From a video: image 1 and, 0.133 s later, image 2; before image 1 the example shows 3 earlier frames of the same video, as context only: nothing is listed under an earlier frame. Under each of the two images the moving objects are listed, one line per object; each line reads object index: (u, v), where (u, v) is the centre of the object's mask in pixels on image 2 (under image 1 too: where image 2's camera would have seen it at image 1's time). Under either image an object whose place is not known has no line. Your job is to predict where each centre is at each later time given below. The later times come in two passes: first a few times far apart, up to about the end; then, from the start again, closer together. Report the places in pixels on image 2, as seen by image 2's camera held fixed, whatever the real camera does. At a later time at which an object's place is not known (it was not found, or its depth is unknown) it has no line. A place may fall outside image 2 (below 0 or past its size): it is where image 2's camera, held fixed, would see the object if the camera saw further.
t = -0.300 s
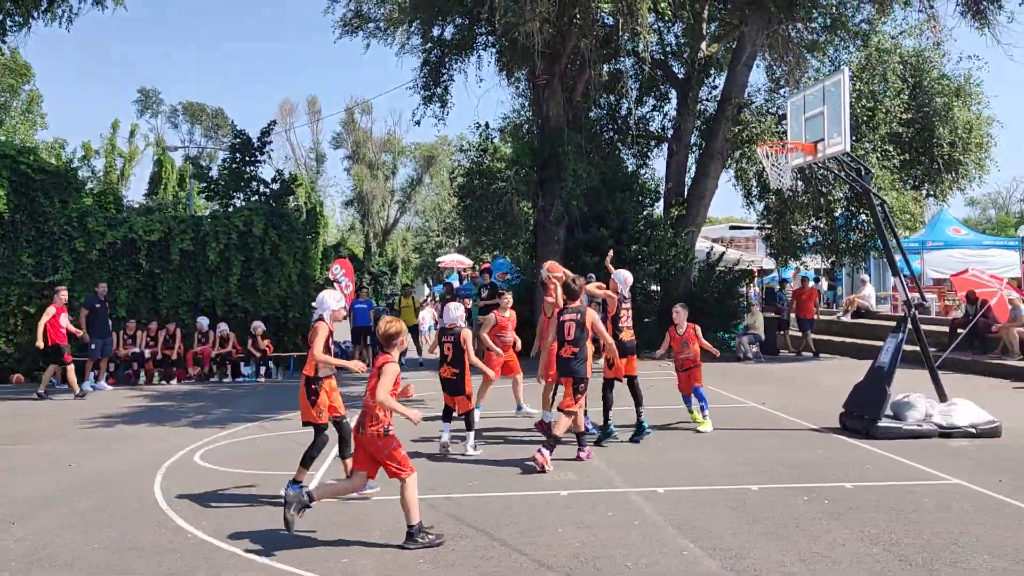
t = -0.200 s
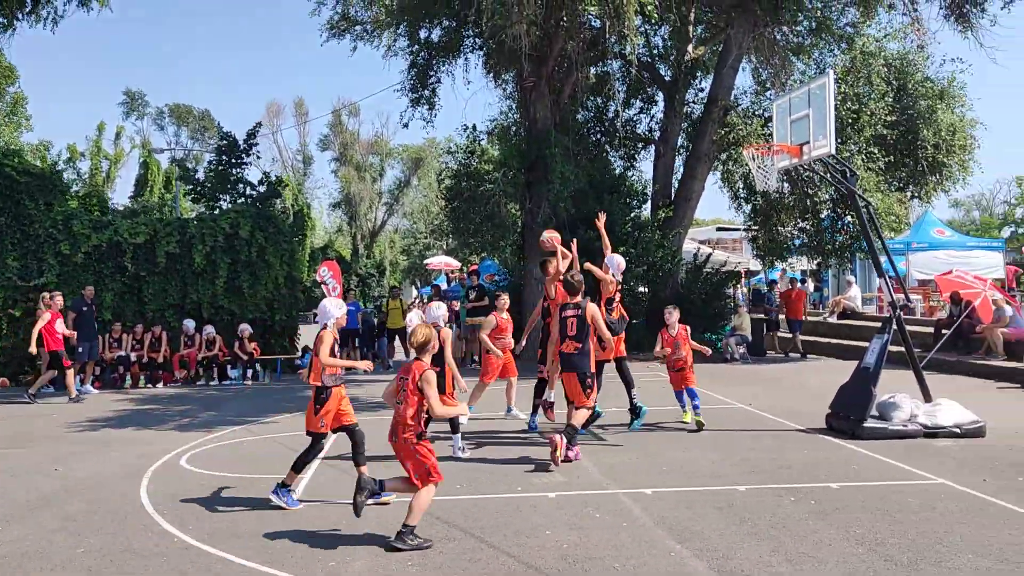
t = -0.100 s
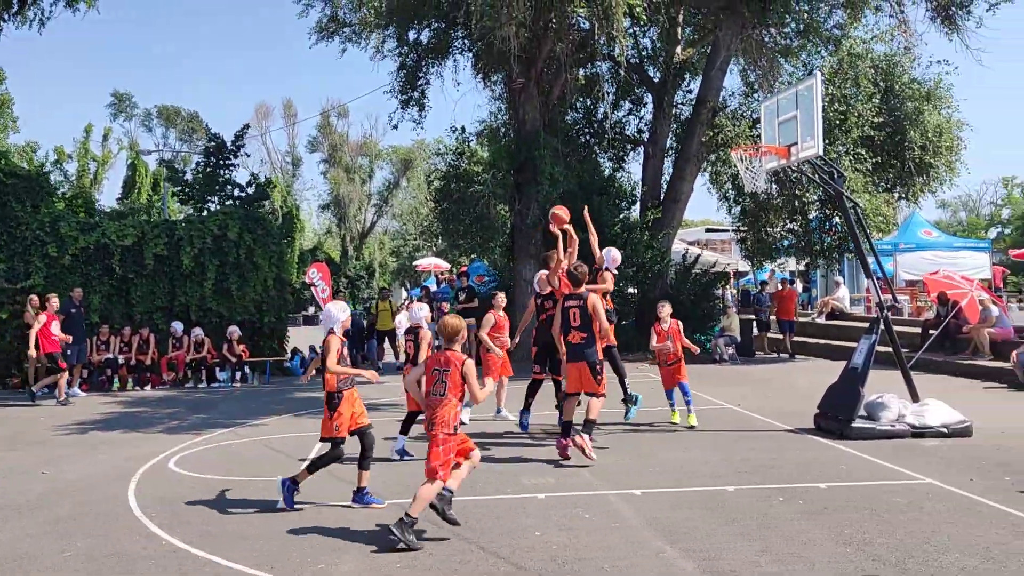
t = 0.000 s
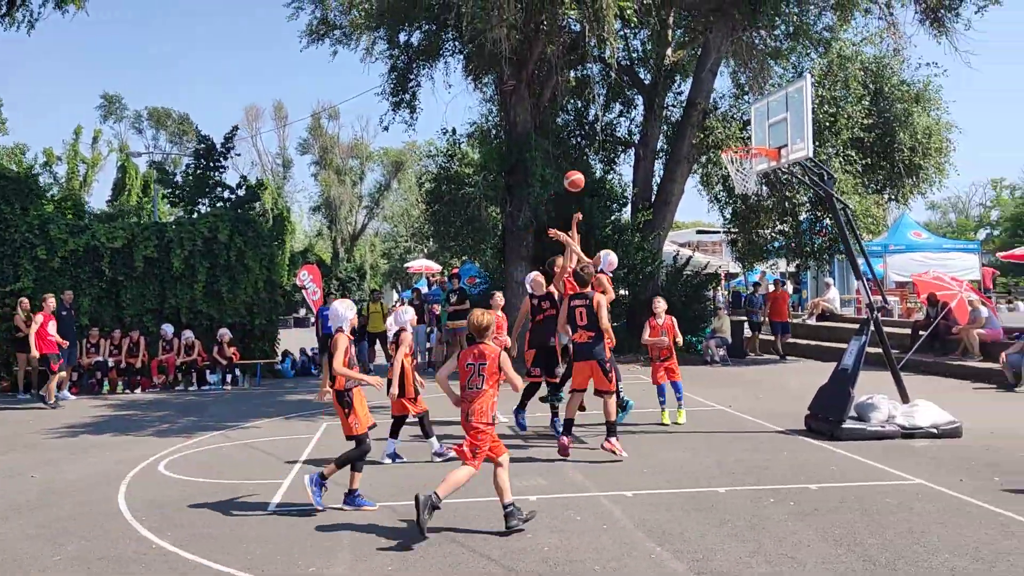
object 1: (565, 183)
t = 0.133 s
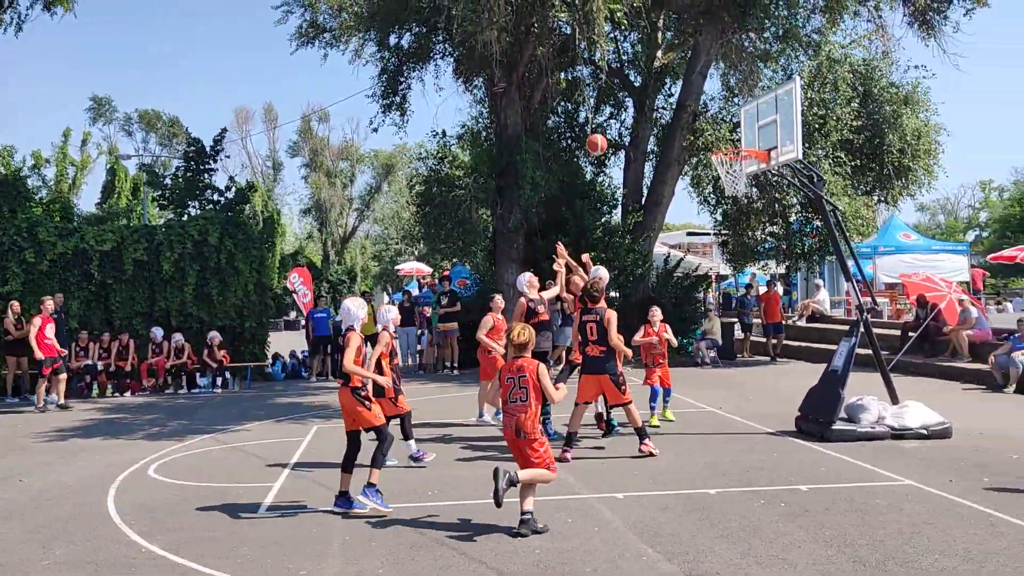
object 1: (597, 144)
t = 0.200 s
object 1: (613, 131)
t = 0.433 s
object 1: (667, 118)
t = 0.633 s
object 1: (715, 144)
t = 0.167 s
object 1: (605, 137)
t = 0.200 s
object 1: (613, 131)
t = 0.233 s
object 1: (621, 126)
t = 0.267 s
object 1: (629, 122)
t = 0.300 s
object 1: (637, 119)
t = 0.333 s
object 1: (644, 118)
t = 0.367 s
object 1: (652, 117)
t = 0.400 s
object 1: (660, 117)
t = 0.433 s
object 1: (667, 118)
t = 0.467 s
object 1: (676, 120)
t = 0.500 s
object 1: (683, 123)
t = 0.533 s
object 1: (691, 127)
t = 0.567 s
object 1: (698, 132)
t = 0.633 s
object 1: (715, 144)
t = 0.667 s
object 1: (722, 148)
